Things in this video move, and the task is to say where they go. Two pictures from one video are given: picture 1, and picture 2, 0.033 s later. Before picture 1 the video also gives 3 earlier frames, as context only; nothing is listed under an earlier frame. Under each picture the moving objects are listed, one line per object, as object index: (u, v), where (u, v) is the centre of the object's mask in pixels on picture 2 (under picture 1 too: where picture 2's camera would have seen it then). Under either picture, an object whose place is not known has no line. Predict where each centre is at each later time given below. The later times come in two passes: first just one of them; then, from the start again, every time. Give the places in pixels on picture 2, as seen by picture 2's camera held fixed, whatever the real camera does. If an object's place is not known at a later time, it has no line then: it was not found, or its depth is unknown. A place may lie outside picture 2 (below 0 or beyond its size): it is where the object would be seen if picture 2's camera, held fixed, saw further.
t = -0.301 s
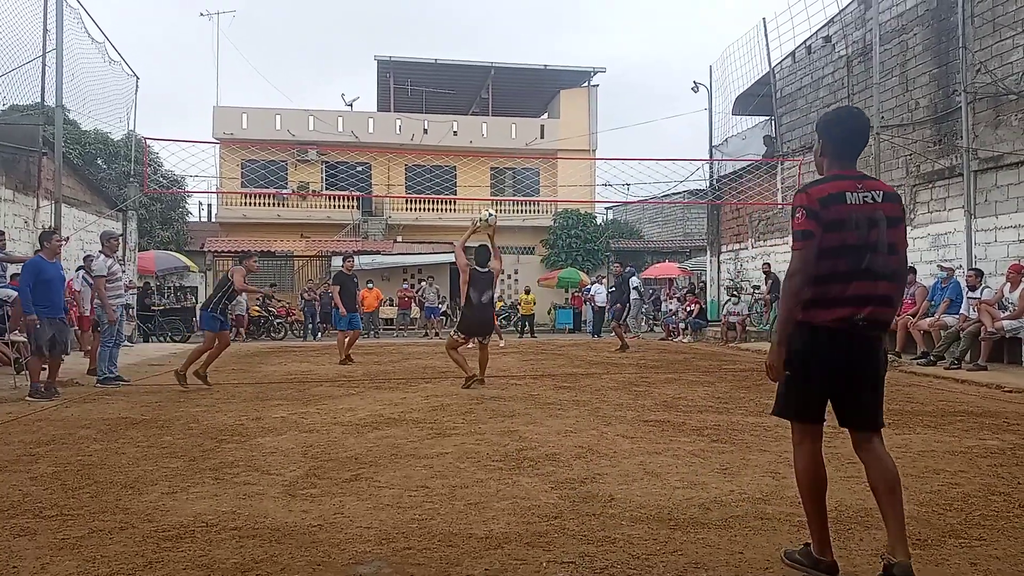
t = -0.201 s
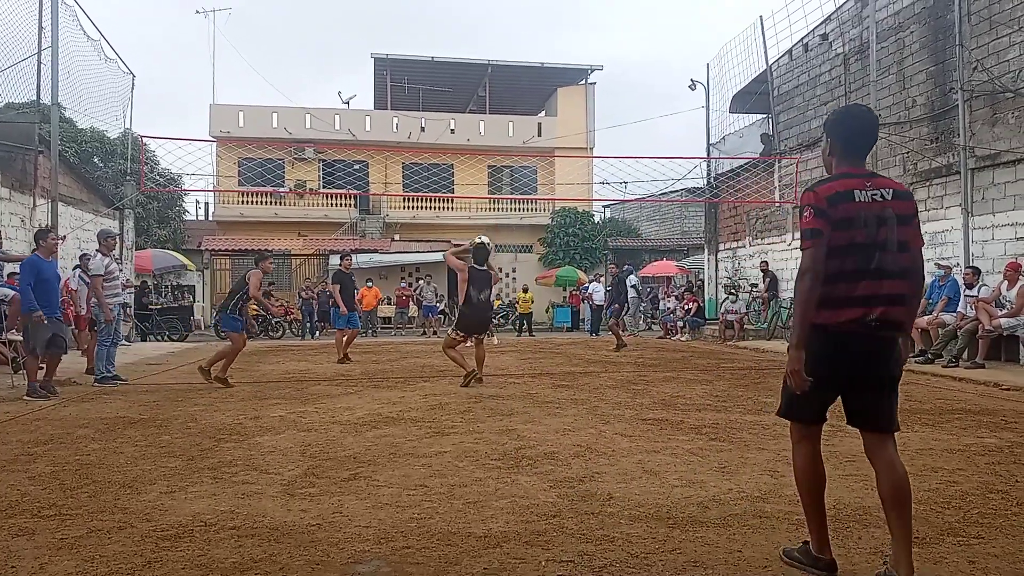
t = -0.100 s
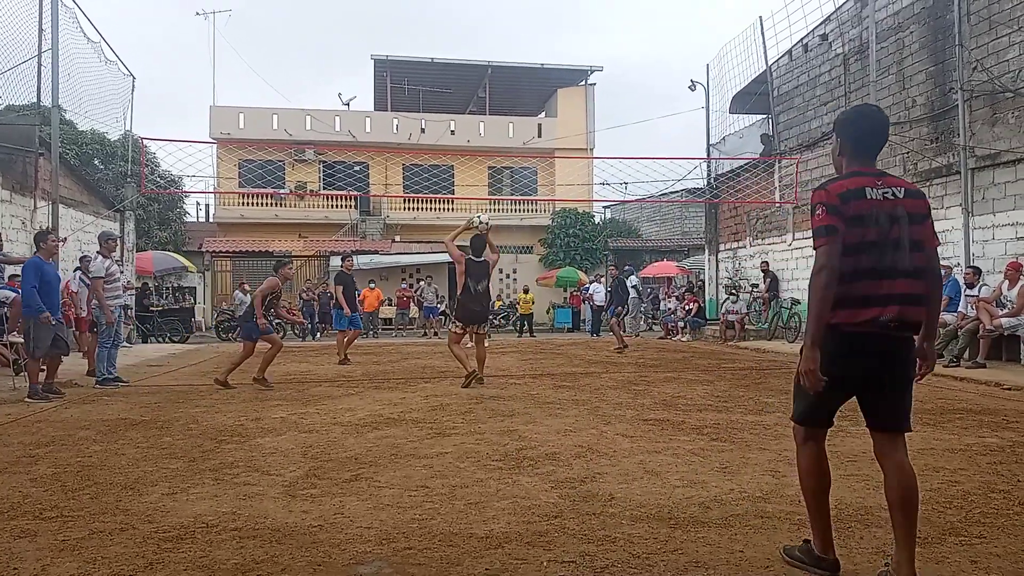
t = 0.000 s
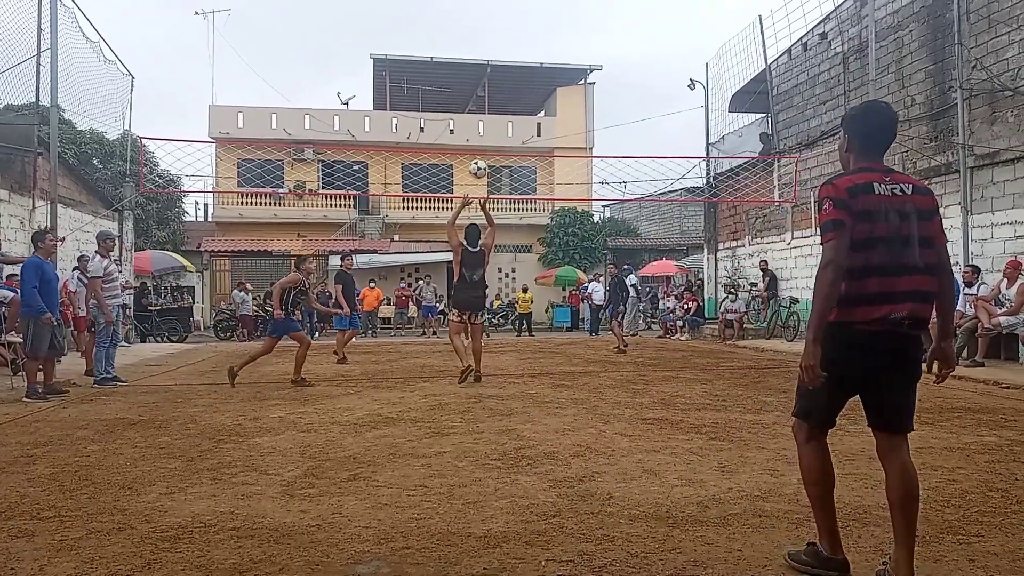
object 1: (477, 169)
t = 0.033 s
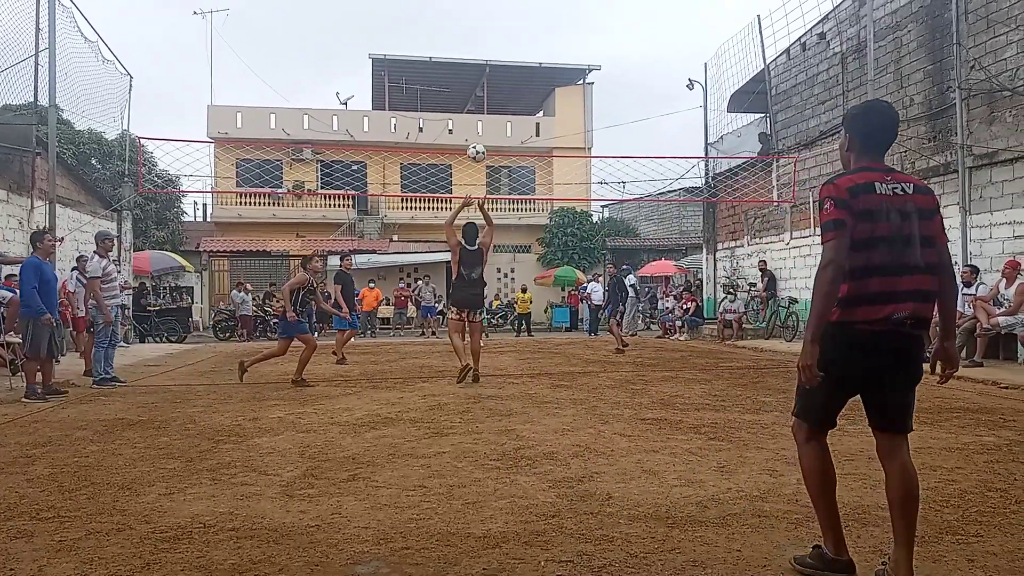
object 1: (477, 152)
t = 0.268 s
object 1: (472, 68)
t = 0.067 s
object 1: (476, 137)
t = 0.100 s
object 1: (475, 124)
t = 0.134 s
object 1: (474, 111)
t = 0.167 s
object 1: (474, 99)
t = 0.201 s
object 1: (473, 87)
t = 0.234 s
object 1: (472, 76)
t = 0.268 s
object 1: (472, 68)
